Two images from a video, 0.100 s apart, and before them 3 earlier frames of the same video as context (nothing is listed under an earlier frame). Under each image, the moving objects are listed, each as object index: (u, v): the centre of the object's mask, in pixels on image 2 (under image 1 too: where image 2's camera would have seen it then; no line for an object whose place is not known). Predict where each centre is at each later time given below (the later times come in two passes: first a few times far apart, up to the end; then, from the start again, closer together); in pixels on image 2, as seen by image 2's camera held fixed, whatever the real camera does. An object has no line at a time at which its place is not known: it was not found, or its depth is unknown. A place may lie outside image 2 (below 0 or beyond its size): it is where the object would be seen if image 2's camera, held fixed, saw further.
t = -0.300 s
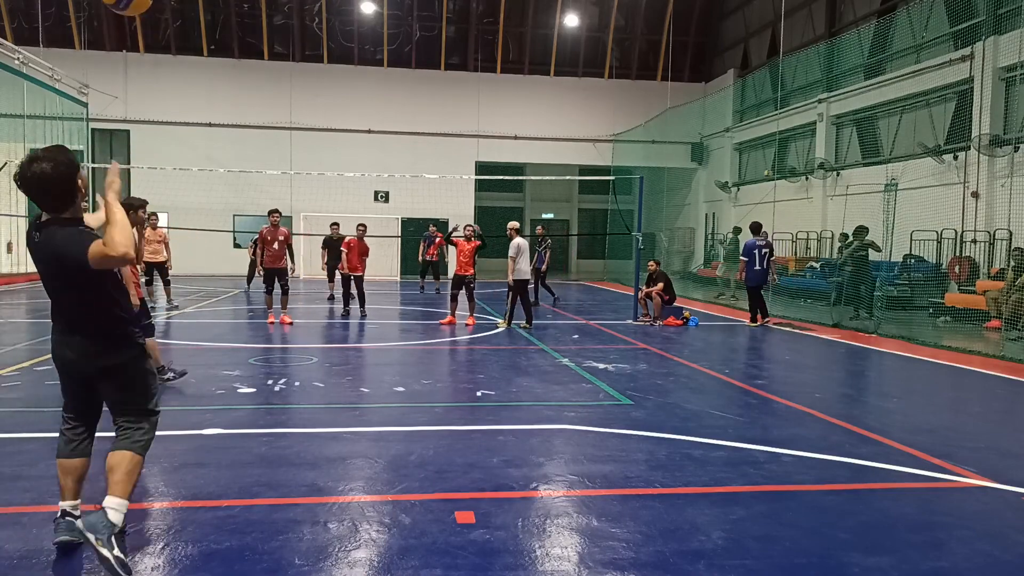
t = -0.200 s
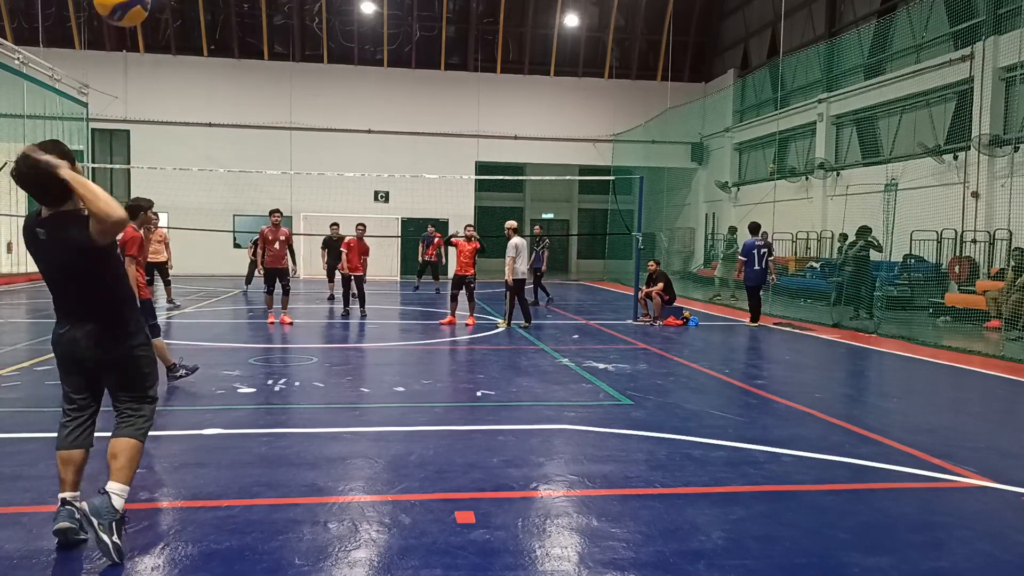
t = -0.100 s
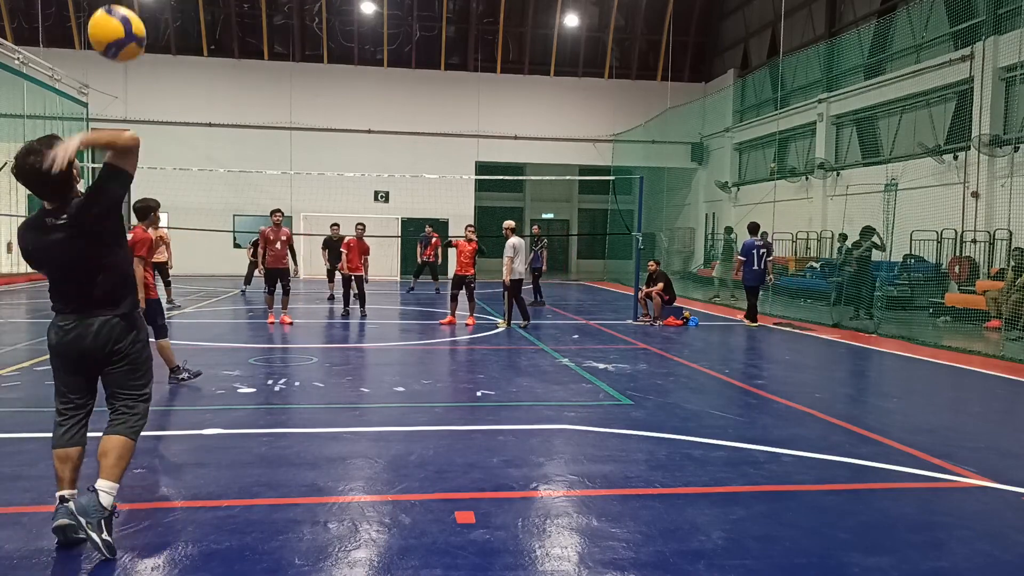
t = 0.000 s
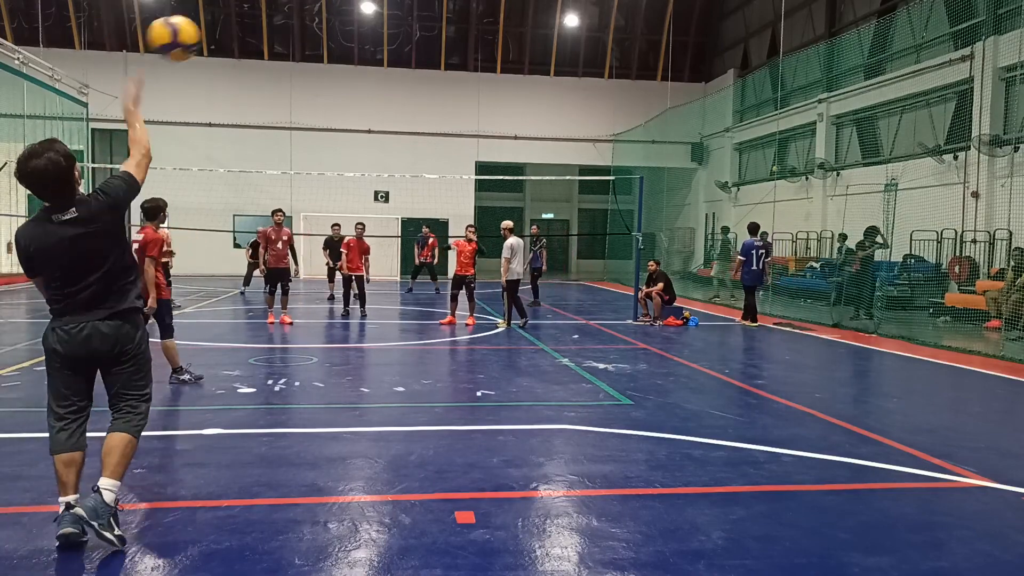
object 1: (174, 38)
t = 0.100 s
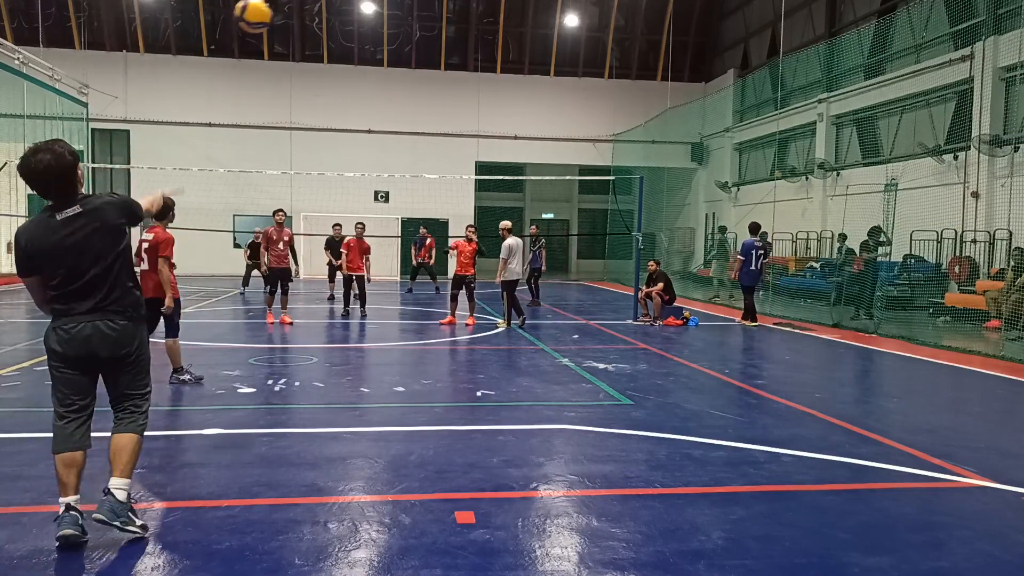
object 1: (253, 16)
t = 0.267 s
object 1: (323, 13)
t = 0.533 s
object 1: (371, 61)
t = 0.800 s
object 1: (396, 130)
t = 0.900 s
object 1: (402, 157)
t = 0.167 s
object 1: (287, 12)
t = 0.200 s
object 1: (301, 11)
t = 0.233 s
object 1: (312, 11)
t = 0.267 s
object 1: (323, 13)
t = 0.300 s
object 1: (332, 18)
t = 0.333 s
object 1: (339, 22)
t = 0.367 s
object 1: (346, 28)
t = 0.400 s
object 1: (352, 34)
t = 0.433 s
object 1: (357, 40)
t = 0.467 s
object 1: (362, 47)
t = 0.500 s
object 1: (366, 53)
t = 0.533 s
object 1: (371, 61)
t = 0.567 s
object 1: (375, 69)
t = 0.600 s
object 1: (379, 77)
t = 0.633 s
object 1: (383, 85)
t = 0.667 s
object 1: (386, 93)
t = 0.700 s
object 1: (389, 102)
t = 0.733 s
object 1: (391, 111)
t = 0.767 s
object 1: (394, 121)
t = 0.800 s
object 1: (396, 130)
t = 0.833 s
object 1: (398, 139)
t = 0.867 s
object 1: (400, 148)
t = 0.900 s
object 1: (402, 157)
